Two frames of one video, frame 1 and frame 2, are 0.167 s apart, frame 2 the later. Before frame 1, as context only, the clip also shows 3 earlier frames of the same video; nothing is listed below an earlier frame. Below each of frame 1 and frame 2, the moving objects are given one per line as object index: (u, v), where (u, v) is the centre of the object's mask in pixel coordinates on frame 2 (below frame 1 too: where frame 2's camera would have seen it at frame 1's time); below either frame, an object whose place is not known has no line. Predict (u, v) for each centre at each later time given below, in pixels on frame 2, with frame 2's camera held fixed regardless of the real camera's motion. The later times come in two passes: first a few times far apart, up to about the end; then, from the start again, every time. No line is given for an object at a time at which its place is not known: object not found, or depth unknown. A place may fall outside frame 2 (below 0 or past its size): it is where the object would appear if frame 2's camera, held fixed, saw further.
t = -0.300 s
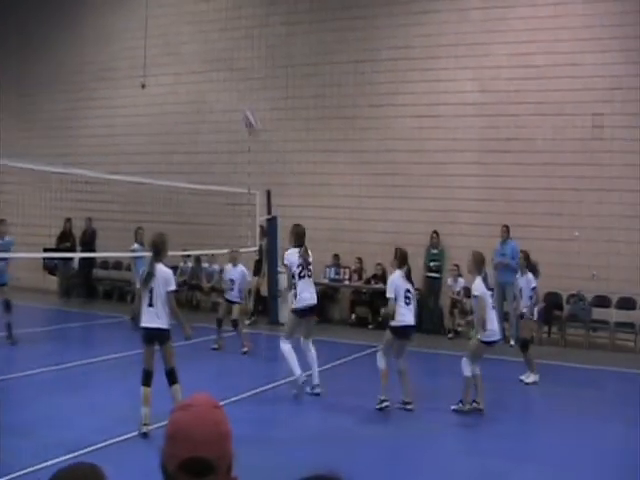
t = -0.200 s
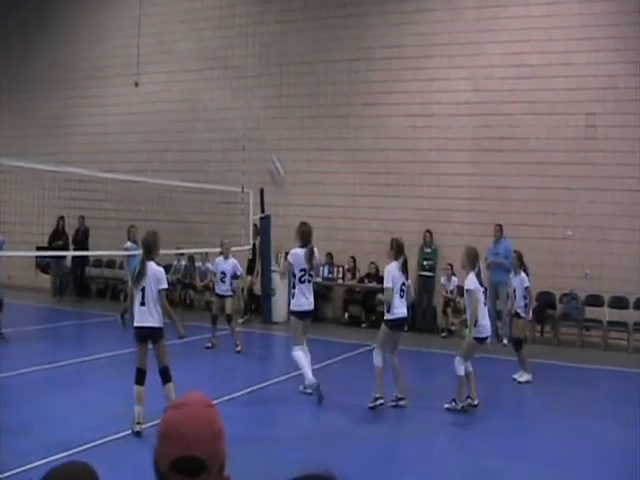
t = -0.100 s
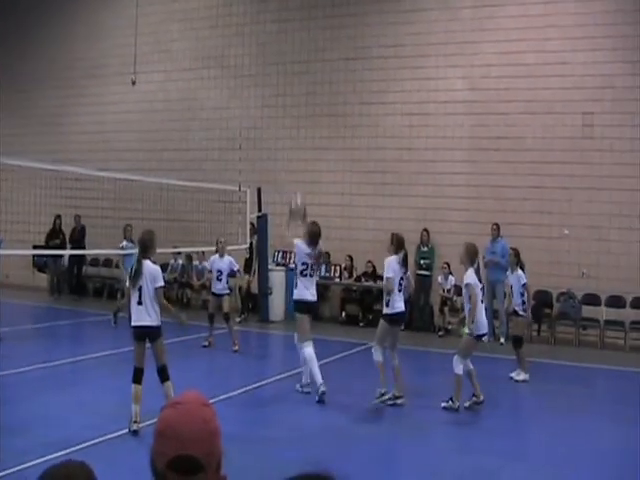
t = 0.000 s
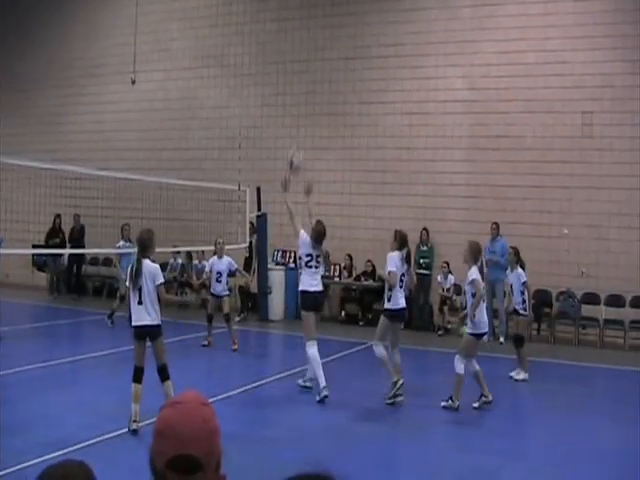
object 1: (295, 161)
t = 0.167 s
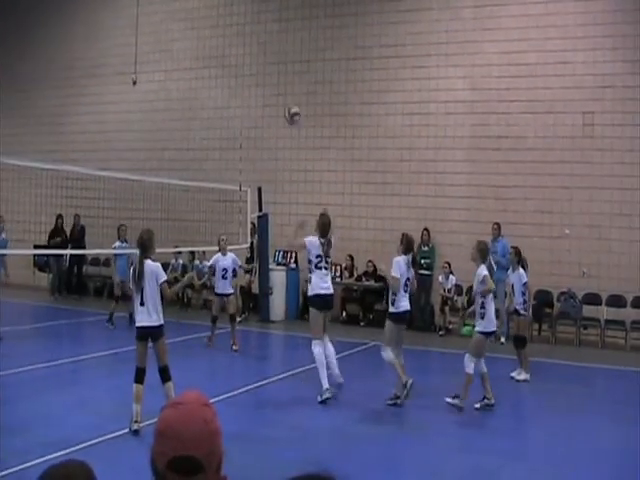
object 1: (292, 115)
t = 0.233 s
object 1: (291, 104)
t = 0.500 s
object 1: (285, 105)
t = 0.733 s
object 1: (278, 153)
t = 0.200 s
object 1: (291, 108)
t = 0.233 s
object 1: (291, 104)
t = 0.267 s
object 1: (290, 101)
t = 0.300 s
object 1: (290, 98)
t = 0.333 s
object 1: (289, 97)
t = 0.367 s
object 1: (288, 96)
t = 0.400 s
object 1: (287, 97)
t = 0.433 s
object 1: (286, 98)
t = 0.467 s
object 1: (286, 101)
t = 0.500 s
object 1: (285, 105)
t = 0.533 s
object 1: (283, 107)
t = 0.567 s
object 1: (283, 114)
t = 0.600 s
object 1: (283, 119)
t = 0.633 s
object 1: (281, 127)
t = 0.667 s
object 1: (280, 135)
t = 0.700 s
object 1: (279, 144)
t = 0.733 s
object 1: (278, 153)
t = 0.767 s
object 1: (277, 163)
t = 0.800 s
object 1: (275, 172)
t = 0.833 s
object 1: (276, 184)
